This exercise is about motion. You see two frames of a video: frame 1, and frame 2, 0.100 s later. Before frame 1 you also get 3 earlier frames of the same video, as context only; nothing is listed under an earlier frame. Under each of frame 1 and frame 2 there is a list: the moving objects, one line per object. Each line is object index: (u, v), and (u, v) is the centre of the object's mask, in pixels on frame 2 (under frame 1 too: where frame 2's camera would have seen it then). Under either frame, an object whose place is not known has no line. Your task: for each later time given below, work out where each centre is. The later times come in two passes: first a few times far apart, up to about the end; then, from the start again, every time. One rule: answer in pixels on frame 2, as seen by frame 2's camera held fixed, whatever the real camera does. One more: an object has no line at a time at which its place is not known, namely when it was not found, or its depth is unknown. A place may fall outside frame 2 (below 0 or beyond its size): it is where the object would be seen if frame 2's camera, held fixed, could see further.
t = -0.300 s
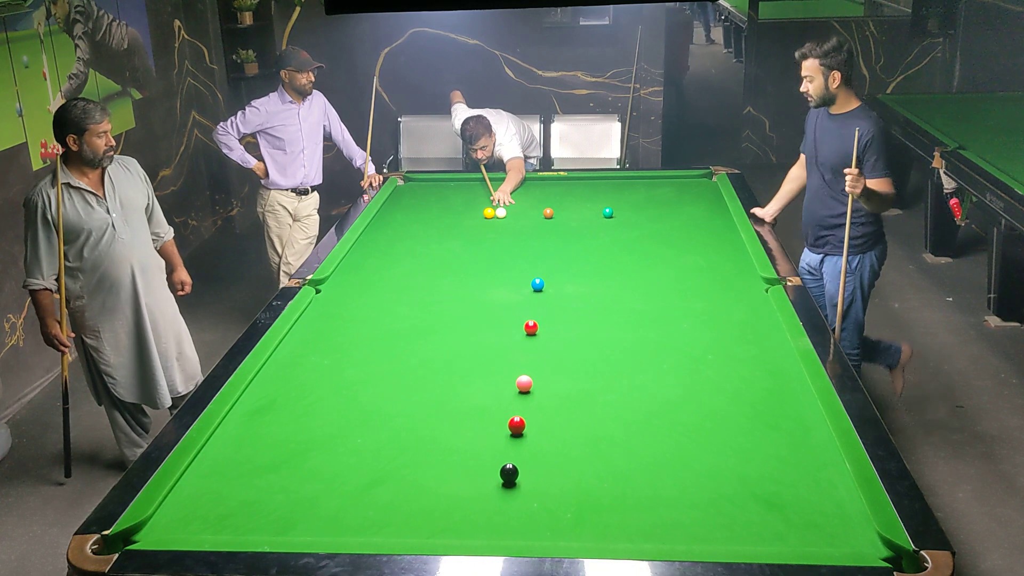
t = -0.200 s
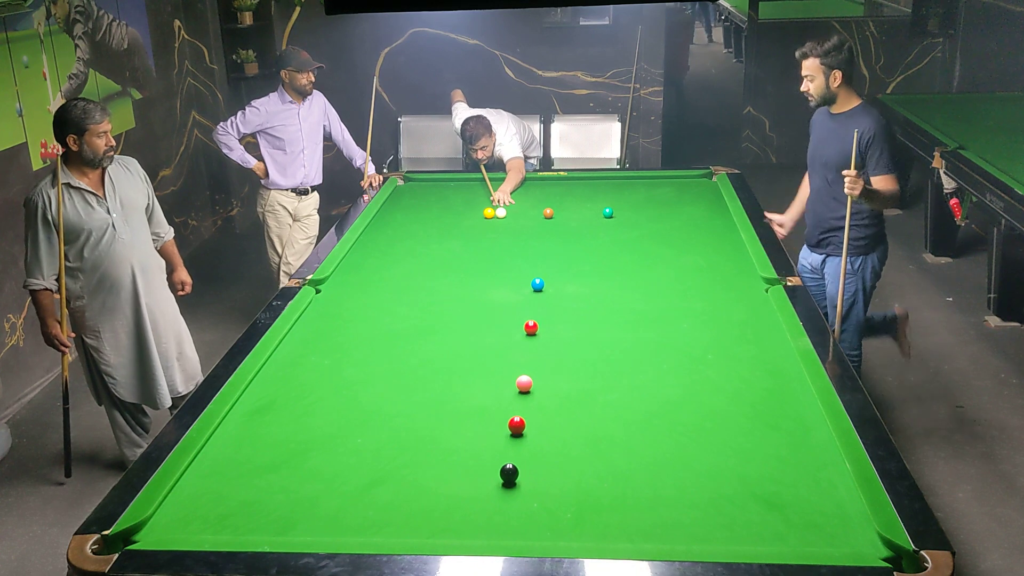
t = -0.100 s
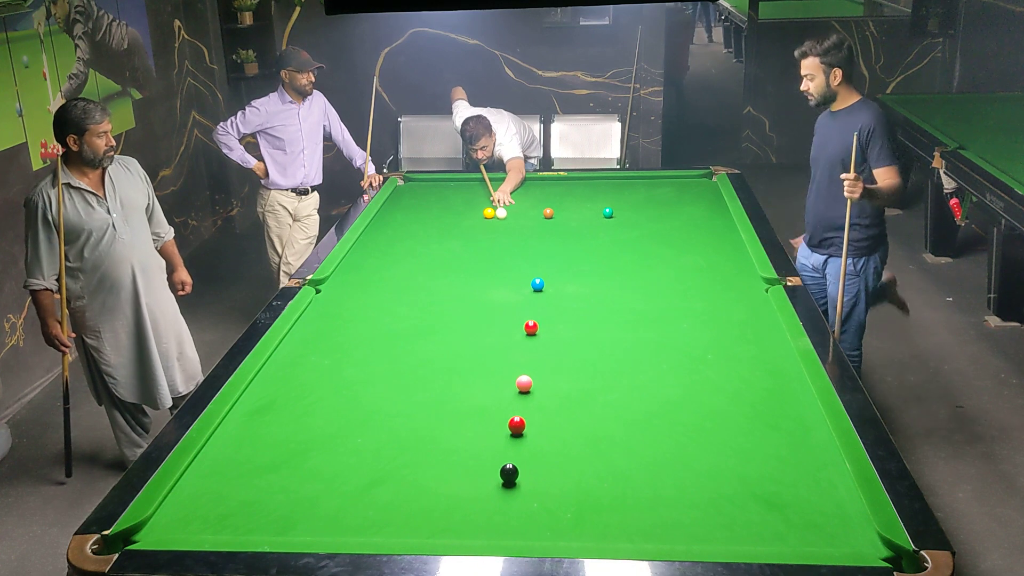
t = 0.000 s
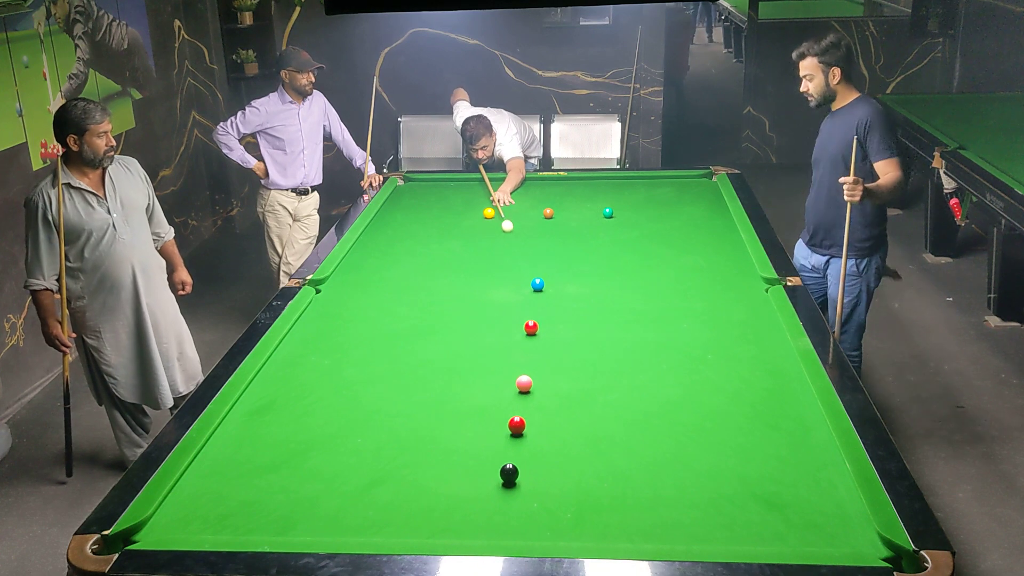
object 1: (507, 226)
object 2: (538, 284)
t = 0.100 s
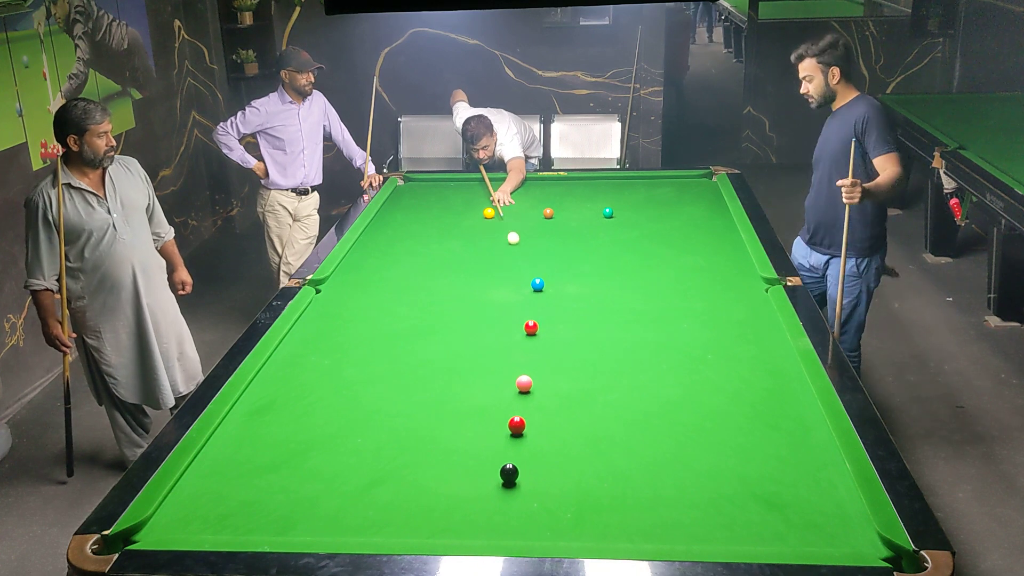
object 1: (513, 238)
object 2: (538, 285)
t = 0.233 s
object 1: (521, 254)
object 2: (538, 285)
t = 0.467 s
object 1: (530, 281)
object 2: (543, 289)
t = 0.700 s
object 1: (521, 291)
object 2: (570, 315)
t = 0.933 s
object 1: (512, 303)
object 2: (598, 340)
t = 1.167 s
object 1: (504, 314)
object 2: (628, 369)
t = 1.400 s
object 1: (496, 326)
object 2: (663, 401)
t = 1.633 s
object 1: (488, 338)
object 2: (701, 437)
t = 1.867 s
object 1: (480, 351)
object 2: (744, 478)
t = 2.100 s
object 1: (472, 362)
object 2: (794, 525)
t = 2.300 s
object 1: (465, 373)
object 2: (821, 530)
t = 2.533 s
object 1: (457, 384)
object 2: (833, 500)
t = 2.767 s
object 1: (450, 396)
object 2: (836, 474)
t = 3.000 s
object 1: (444, 407)
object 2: (817, 455)
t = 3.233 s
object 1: (437, 417)
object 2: (799, 437)
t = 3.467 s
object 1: (432, 426)
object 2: (785, 422)
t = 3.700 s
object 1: (427, 435)
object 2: (772, 409)
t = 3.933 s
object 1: (423, 444)
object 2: (762, 397)
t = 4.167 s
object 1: (419, 452)
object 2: (752, 387)
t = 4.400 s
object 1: (415, 459)
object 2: (744, 379)
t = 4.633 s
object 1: (412, 466)
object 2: (738, 371)
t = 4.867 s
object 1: (410, 471)
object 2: (732, 365)
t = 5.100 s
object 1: (408, 476)
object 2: (727, 359)
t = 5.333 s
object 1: (407, 480)
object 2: (723, 355)
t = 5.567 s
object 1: (407, 482)
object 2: (719, 352)
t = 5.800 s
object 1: (406, 484)
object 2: (716, 349)
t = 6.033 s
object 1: (407, 485)
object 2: (714, 347)
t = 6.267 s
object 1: (407, 485)
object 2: (712, 346)
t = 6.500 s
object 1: (407, 485)
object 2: (712, 346)
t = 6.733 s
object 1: (407, 485)
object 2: (712, 346)
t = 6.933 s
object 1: (407, 485)
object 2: (712, 346)
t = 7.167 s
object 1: (407, 485)
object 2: (712, 346)
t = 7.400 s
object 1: (407, 485)
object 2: (712, 346)
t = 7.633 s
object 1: (407, 485)
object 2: (712, 346)
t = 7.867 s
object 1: (407, 485)
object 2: (712, 346)
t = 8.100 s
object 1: (407, 485)
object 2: (712, 346)
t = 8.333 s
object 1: (407, 485)
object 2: (712, 346)
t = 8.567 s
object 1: (407, 485)
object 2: (712, 346)
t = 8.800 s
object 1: (407, 485)
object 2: (712, 346)
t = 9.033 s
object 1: (407, 485)
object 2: (712, 346)
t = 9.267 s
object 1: (407, 485)
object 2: (712, 346)
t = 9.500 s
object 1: (407, 485)
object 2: (712, 346)
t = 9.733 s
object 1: (407, 485)
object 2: (712, 346)
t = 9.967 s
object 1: (407, 485)
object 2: (712, 346)
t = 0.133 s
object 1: (515, 242)
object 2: (538, 285)
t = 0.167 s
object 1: (517, 246)
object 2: (538, 285)
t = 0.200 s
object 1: (519, 250)
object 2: (538, 285)
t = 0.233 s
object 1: (521, 254)
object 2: (538, 285)
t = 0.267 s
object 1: (523, 258)
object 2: (538, 284)
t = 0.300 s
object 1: (525, 263)
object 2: (538, 285)
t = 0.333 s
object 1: (527, 267)
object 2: (537, 285)
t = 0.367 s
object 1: (529, 271)
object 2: (537, 285)
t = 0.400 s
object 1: (531, 276)
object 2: (538, 285)
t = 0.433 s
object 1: (532, 279)
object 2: (539, 285)
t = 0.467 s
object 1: (530, 281)
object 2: (543, 289)
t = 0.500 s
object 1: (528, 282)
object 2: (547, 293)
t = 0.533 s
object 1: (527, 283)
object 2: (551, 297)
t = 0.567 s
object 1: (525, 285)
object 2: (555, 301)
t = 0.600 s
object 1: (524, 286)
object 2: (559, 305)
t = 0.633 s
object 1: (523, 288)
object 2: (563, 308)
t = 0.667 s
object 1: (522, 289)
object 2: (566, 311)
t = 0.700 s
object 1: (521, 291)
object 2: (570, 315)
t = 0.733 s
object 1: (520, 293)
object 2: (574, 318)
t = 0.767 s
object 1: (518, 294)
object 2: (578, 322)
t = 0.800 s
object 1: (517, 296)
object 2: (582, 325)
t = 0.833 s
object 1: (516, 298)
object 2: (586, 329)
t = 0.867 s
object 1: (515, 299)
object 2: (590, 333)
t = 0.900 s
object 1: (514, 301)
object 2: (593, 336)
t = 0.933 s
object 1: (512, 303)
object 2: (598, 340)
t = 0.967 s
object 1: (511, 304)
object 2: (602, 344)
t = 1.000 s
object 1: (510, 306)
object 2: (606, 348)
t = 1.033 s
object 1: (509, 308)
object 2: (610, 352)
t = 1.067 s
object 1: (508, 309)
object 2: (615, 356)
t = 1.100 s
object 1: (507, 311)
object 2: (619, 360)
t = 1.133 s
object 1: (505, 313)
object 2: (624, 365)
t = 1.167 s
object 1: (504, 314)
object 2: (628, 369)
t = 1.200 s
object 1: (503, 316)
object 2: (633, 373)
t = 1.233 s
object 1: (502, 318)
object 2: (637, 377)
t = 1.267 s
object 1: (501, 320)
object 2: (642, 382)
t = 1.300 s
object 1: (500, 321)
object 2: (647, 387)
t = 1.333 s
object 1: (498, 323)
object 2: (652, 391)
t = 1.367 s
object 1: (497, 325)
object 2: (657, 396)
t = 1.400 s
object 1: (496, 326)
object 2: (663, 401)
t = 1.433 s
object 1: (495, 328)
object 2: (668, 406)
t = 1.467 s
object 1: (494, 330)
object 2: (673, 411)
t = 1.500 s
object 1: (493, 332)
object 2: (678, 416)
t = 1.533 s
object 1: (491, 333)
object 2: (683, 421)
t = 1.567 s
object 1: (490, 335)
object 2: (689, 426)
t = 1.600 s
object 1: (489, 337)
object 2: (695, 431)
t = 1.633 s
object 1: (488, 338)
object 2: (701, 437)
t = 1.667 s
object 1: (487, 340)
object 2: (707, 443)
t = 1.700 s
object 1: (485, 342)
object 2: (712, 448)
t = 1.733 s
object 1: (484, 344)
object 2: (719, 454)
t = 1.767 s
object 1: (483, 345)
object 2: (725, 460)
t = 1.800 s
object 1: (482, 347)
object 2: (731, 466)
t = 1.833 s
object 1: (481, 349)
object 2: (738, 473)
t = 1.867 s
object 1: (480, 351)
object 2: (744, 478)
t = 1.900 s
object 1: (479, 352)
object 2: (751, 485)
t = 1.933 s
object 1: (477, 354)
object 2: (758, 491)
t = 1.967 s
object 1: (476, 356)
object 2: (764, 497)
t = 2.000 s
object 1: (475, 357)
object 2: (771, 504)
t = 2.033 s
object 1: (474, 359)
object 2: (779, 511)
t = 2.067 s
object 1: (473, 361)
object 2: (786, 518)
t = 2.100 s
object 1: (472, 362)
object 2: (794, 525)
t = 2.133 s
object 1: (471, 364)
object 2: (801, 532)
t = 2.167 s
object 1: (469, 366)
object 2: (808, 538)
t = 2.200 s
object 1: (468, 368)
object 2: (816, 542)
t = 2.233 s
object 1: (467, 369)
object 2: (818, 539)
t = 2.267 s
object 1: (466, 371)
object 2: (819, 535)
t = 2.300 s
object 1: (465, 373)
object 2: (821, 530)
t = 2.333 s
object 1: (464, 374)
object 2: (823, 525)
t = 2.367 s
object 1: (463, 376)
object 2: (825, 521)
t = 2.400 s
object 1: (462, 378)
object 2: (827, 517)
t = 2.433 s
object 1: (461, 379)
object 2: (828, 512)
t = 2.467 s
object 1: (459, 381)
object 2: (830, 508)
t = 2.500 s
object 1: (458, 383)
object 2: (831, 504)
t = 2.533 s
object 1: (457, 384)
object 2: (833, 500)
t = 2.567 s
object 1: (456, 386)
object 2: (835, 496)
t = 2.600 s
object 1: (455, 387)
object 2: (836, 492)
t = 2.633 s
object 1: (454, 389)
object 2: (838, 488)
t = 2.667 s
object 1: (453, 391)
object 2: (839, 484)
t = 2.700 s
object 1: (452, 392)
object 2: (841, 481)
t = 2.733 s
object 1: (451, 394)
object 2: (839, 477)
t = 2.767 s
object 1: (450, 396)
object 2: (836, 474)
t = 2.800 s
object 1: (449, 397)
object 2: (833, 471)
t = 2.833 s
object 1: (448, 399)
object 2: (830, 468)
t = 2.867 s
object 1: (447, 400)
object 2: (827, 466)
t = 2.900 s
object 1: (446, 402)
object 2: (825, 463)
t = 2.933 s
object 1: (445, 403)
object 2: (822, 460)
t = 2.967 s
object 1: (444, 405)
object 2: (819, 457)
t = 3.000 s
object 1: (444, 407)
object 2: (817, 455)
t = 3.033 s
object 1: (443, 408)
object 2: (814, 452)
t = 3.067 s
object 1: (442, 409)
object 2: (811, 449)
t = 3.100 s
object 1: (441, 411)
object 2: (809, 447)
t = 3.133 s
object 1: (440, 412)
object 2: (806, 445)
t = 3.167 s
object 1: (439, 414)
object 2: (804, 442)
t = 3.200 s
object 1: (438, 415)
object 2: (802, 440)
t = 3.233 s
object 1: (437, 417)
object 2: (799, 437)
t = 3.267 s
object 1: (437, 418)
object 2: (797, 435)
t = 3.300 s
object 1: (436, 420)
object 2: (795, 433)
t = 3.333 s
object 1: (435, 421)
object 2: (793, 431)
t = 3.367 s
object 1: (434, 422)
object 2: (791, 429)
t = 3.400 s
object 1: (434, 424)
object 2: (789, 426)
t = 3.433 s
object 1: (433, 425)
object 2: (787, 424)
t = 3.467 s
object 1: (432, 426)
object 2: (785, 422)
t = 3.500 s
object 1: (431, 428)
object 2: (783, 420)
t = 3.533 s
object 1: (430, 429)
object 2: (781, 418)
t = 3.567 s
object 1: (430, 430)
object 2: (779, 416)
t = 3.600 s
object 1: (429, 431)
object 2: (777, 414)
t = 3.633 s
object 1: (428, 433)
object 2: (776, 413)
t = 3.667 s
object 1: (428, 434)
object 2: (774, 411)
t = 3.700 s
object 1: (427, 435)
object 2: (772, 409)
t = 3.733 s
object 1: (426, 437)
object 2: (771, 407)
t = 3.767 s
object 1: (426, 438)
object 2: (769, 405)
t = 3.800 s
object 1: (425, 439)
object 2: (768, 404)
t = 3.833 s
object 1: (424, 441)
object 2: (766, 402)
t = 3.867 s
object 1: (424, 442)
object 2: (764, 400)
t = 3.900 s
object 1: (423, 443)
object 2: (763, 399)
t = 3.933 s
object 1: (423, 444)
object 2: (762, 397)
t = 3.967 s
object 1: (422, 445)
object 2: (760, 396)
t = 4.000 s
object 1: (422, 446)
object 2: (759, 394)
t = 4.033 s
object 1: (421, 447)
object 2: (757, 393)
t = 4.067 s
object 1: (420, 449)
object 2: (756, 391)
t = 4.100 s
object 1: (420, 450)
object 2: (755, 390)
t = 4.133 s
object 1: (419, 451)
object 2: (754, 389)
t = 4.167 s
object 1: (419, 452)
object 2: (752, 387)
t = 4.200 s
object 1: (418, 453)
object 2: (751, 386)
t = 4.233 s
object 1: (418, 454)
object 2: (750, 385)
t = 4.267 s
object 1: (417, 455)
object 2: (749, 384)
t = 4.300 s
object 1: (417, 456)
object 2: (748, 382)
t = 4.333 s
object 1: (416, 457)
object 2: (747, 381)
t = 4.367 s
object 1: (416, 458)
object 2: (745, 380)
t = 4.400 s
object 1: (415, 459)
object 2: (744, 379)
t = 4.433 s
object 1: (415, 460)
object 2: (743, 378)
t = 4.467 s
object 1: (414, 461)
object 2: (742, 376)
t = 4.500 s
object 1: (414, 462)
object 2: (741, 375)
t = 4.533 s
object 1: (413, 463)
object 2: (740, 374)
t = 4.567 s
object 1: (413, 464)
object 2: (739, 373)
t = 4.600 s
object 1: (413, 465)
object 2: (738, 372)
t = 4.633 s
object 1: (412, 466)
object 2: (738, 371)
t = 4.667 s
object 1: (412, 467)
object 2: (737, 370)
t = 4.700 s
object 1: (411, 467)
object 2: (736, 369)
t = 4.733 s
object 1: (411, 468)
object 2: (735, 368)
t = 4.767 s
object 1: (411, 469)
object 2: (734, 367)
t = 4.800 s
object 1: (410, 470)
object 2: (733, 367)
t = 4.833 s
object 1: (410, 471)
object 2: (732, 366)
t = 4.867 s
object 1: (410, 471)
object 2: (732, 365)
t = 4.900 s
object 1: (410, 472)
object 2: (731, 364)
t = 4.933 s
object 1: (409, 473)
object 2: (730, 363)
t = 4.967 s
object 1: (409, 474)
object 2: (729, 362)
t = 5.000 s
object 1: (409, 474)
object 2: (729, 362)
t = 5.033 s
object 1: (409, 475)
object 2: (728, 361)
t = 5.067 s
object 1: (409, 475)
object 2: (727, 360)
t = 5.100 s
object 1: (408, 476)
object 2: (727, 359)
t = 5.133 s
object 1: (408, 477)
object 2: (726, 359)
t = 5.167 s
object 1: (408, 477)
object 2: (725, 358)
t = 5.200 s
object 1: (408, 478)
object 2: (725, 357)
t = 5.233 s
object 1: (408, 478)
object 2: (724, 357)
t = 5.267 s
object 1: (408, 479)
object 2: (724, 356)
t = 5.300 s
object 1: (407, 479)
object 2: (723, 356)
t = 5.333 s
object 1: (407, 480)
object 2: (723, 355)
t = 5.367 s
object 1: (407, 480)
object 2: (722, 355)
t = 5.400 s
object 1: (407, 481)
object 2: (722, 354)
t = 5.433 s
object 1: (407, 481)
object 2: (721, 353)
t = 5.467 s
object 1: (407, 481)
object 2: (721, 353)
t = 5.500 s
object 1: (407, 482)
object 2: (720, 352)
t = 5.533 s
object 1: (407, 482)
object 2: (720, 352)
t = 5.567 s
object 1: (407, 482)
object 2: (719, 352)
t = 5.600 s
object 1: (407, 483)
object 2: (719, 351)
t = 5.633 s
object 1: (407, 483)
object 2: (718, 351)
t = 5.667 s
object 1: (406, 483)
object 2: (718, 350)
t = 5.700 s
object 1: (406, 484)
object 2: (717, 350)
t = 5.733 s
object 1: (406, 484)
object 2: (717, 350)
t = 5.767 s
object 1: (406, 484)
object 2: (717, 349)
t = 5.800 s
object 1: (406, 484)
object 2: (716, 349)
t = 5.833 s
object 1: (406, 484)
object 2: (716, 348)
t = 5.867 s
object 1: (406, 484)
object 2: (715, 348)
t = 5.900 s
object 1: (406, 485)
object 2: (715, 348)
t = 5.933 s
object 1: (406, 485)
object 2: (715, 348)
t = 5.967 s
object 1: (406, 485)
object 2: (714, 348)
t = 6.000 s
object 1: (407, 485)
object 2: (714, 347)
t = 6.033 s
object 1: (407, 485)
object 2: (714, 347)
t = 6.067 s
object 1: (407, 485)
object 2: (713, 347)
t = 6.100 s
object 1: (407, 485)
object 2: (713, 347)
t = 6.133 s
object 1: (407, 485)
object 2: (713, 346)
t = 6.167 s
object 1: (407, 485)
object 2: (713, 346)
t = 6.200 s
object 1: (407, 485)
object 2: (712, 346)
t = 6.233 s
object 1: (407, 485)
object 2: (712, 346)
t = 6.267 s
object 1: (407, 485)
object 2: (712, 346)
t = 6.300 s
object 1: (407, 485)
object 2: (712, 346)
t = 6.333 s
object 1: (407, 485)
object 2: (712, 346)
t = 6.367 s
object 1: (407, 485)
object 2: (712, 346)
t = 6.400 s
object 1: (407, 485)
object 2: (712, 346)
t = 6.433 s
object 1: (407, 485)
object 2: (712, 346)
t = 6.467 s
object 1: (407, 485)
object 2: (712, 346)
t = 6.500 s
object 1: (407, 485)
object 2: (712, 346)
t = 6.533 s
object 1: (407, 485)
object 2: (712, 346)
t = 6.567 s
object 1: (407, 485)
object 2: (712, 346)
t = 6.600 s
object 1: (407, 485)
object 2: (712, 346)
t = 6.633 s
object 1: (407, 485)
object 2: (712, 346)
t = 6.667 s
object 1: (407, 485)
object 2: (712, 346)
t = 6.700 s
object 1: (407, 485)
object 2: (712, 346)
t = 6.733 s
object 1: (407, 485)
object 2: (712, 346)
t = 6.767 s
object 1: (407, 485)
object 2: (712, 346)
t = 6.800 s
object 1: (407, 485)
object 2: (712, 346)
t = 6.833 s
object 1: (407, 485)
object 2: (712, 346)
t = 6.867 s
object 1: (407, 485)
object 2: (712, 346)
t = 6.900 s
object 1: (407, 485)
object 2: (712, 346)
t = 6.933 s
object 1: (407, 485)
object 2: (712, 346)
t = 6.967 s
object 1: (407, 485)
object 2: (712, 346)
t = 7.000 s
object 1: (407, 485)
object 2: (712, 346)
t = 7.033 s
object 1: (407, 485)
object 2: (712, 346)
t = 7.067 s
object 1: (407, 485)
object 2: (712, 346)
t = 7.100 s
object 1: (407, 485)
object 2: (712, 346)
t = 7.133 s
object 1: (407, 485)
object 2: (712, 346)
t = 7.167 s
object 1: (407, 485)
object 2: (712, 346)
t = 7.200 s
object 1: (407, 485)
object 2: (712, 346)
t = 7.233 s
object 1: (407, 485)
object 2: (712, 346)
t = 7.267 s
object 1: (407, 485)
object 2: (712, 346)
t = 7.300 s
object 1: (407, 485)
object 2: (712, 346)
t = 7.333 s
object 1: (407, 485)
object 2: (712, 346)
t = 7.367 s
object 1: (407, 485)
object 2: (712, 346)
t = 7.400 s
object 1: (407, 485)
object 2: (712, 346)
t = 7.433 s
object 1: (407, 485)
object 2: (712, 346)
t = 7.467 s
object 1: (407, 485)
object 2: (712, 346)
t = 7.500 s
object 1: (407, 485)
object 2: (712, 346)
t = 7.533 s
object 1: (407, 485)
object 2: (712, 346)
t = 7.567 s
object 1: (407, 485)
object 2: (712, 346)
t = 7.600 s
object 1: (407, 485)
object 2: (712, 346)
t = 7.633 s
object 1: (407, 485)
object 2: (712, 346)
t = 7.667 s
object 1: (407, 485)
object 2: (712, 346)
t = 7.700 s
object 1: (407, 485)
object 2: (712, 346)
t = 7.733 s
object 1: (407, 485)
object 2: (712, 346)
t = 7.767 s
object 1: (407, 485)
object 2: (712, 346)
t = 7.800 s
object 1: (407, 485)
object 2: (712, 346)
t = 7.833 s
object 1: (407, 484)
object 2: (712, 346)
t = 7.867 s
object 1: (407, 485)
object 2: (712, 346)
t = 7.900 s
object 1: (407, 485)
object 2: (712, 346)
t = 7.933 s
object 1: (407, 485)
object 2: (712, 346)
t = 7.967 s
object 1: (407, 485)
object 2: (712, 346)
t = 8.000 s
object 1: (407, 485)
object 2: (712, 346)
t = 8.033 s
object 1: (407, 485)
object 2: (712, 346)
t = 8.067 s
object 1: (407, 485)
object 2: (712, 346)
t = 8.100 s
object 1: (407, 485)
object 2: (712, 346)
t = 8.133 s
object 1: (407, 485)
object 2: (712, 346)
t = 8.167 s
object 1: (407, 485)
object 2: (712, 346)
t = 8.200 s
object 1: (407, 485)
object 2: (712, 346)
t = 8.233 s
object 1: (407, 485)
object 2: (712, 346)
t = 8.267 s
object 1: (407, 485)
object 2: (712, 346)
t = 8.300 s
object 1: (407, 485)
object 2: (712, 346)
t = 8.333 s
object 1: (407, 485)
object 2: (712, 346)
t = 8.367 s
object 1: (407, 485)
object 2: (712, 346)
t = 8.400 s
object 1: (407, 485)
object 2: (712, 346)
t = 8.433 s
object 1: (407, 485)
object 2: (712, 346)
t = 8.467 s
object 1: (407, 485)
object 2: (712, 346)
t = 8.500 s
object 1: (407, 485)
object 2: (712, 346)
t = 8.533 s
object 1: (407, 485)
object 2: (712, 346)
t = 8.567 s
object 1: (407, 485)
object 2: (712, 346)
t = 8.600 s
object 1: (407, 485)
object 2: (712, 346)
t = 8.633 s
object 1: (407, 485)
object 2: (712, 346)
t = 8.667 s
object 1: (407, 485)
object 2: (712, 346)
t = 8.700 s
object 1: (407, 485)
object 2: (712, 346)
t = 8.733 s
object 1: (407, 485)
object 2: (712, 346)
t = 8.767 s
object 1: (407, 485)
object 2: (712, 346)
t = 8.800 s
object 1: (407, 485)
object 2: (712, 346)
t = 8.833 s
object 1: (407, 485)
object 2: (712, 346)
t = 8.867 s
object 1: (407, 485)
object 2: (712, 346)
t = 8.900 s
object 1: (407, 485)
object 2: (712, 346)
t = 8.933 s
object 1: (407, 485)
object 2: (712, 346)
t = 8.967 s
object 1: (407, 485)
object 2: (712, 346)
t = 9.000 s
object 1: (407, 485)
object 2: (712, 346)
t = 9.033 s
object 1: (407, 485)
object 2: (712, 346)
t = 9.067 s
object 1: (407, 485)
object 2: (712, 346)
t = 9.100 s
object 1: (407, 485)
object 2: (712, 346)
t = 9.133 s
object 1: (407, 485)
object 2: (712, 346)
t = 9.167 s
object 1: (407, 485)
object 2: (712, 346)
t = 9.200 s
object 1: (407, 485)
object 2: (712, 346)
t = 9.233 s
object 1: (407, 485)
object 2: (712, 346)
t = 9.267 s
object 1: (407, 485)
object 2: (712, 346)
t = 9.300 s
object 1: (407, 485)
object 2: (712, 346)
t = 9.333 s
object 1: (407, 485)
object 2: (712, 346)
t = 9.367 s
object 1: (407, 485)
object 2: (712, 346)
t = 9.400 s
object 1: (407, 485)
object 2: (712, 346)
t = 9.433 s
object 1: (407, 485)
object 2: (712, 346)
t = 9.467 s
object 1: (407, 485)
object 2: (712, 346)
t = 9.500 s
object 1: (407, 485)
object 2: (712, 346)
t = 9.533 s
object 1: (407, 485)
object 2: (712, 346)
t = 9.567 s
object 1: (407, 485)
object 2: (712, 346)
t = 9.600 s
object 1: (407, 485)
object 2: (712, 346)
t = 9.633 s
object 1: (407, 485)
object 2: (712, 346)
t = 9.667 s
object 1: (407, 485)
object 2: (712, 346)
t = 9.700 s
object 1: (407, 485)
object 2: (712, 346)
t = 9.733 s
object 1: (407, 485)
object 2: (712, 346)
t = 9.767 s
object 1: (407, 485)
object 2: (712, 345)
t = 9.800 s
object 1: (407, 485)
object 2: (712, 346)
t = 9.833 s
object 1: (407, 485)
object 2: (712, 346)
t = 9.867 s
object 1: (407, 485)
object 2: (712, 346)
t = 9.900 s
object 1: (407, 485)
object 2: (712, 346)
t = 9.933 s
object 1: (407, 485)
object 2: (712, 346)
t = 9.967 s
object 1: (407, 485)
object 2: (712, 346)
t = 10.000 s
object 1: (407, 485)
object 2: (712, 346)
